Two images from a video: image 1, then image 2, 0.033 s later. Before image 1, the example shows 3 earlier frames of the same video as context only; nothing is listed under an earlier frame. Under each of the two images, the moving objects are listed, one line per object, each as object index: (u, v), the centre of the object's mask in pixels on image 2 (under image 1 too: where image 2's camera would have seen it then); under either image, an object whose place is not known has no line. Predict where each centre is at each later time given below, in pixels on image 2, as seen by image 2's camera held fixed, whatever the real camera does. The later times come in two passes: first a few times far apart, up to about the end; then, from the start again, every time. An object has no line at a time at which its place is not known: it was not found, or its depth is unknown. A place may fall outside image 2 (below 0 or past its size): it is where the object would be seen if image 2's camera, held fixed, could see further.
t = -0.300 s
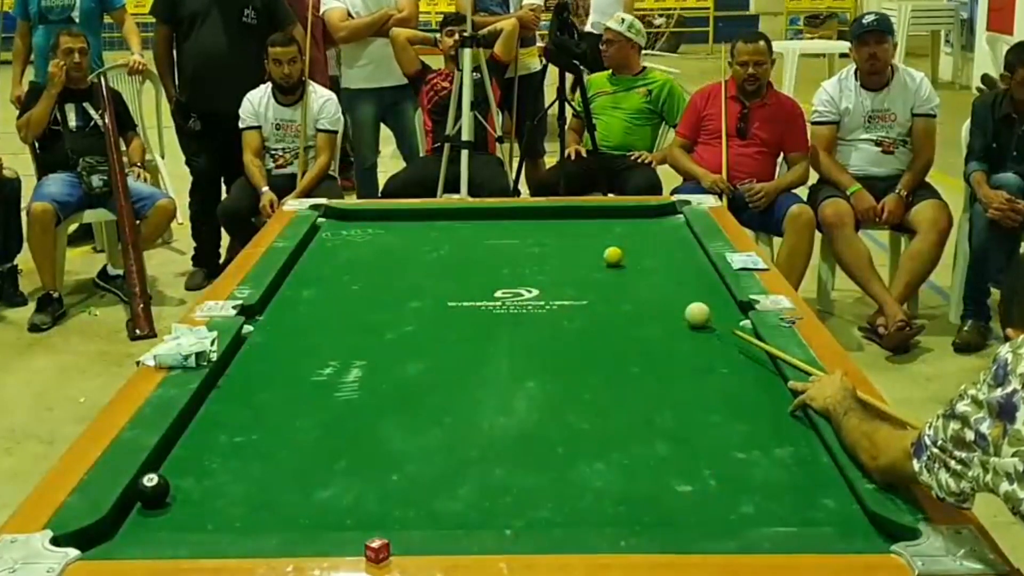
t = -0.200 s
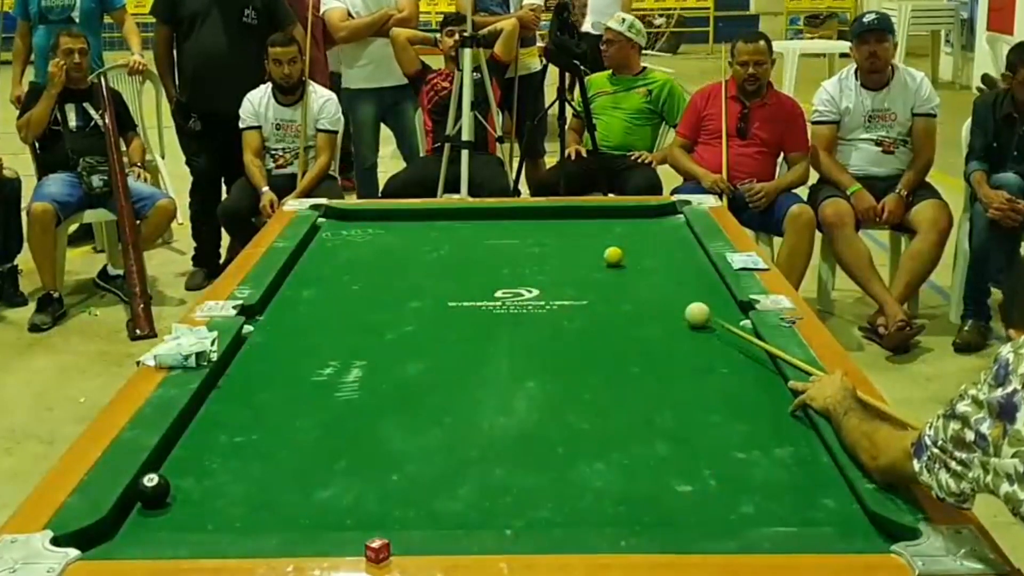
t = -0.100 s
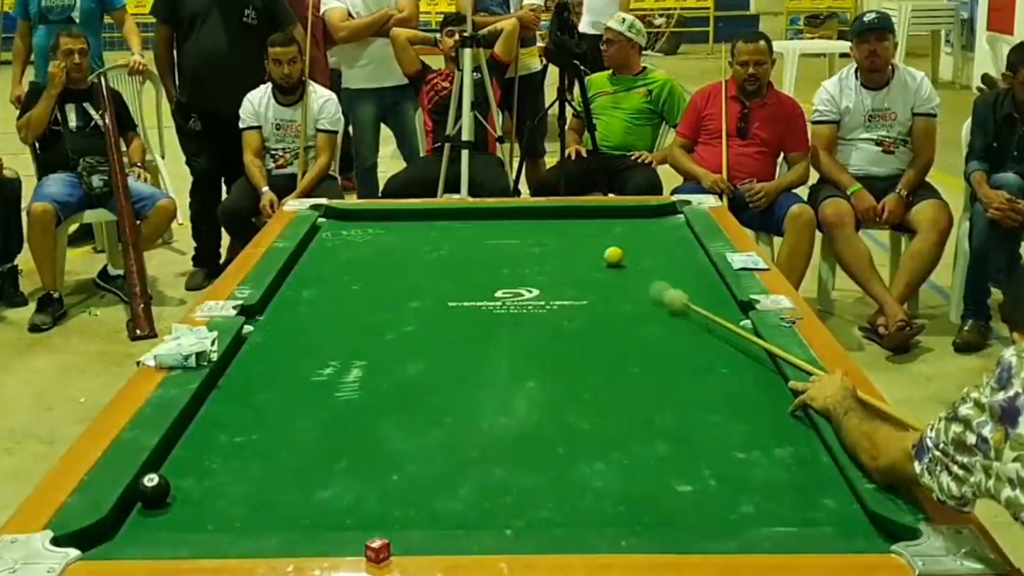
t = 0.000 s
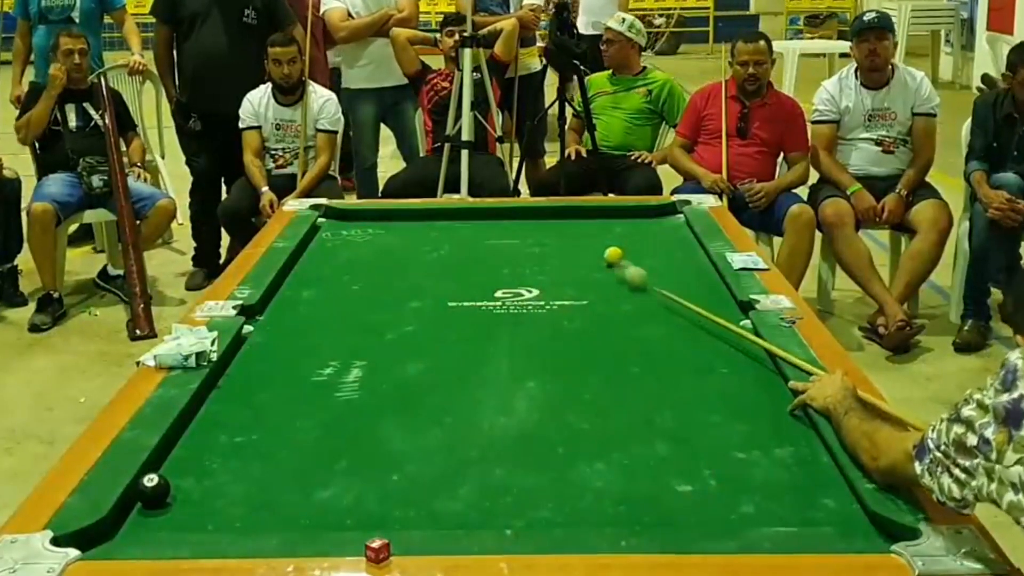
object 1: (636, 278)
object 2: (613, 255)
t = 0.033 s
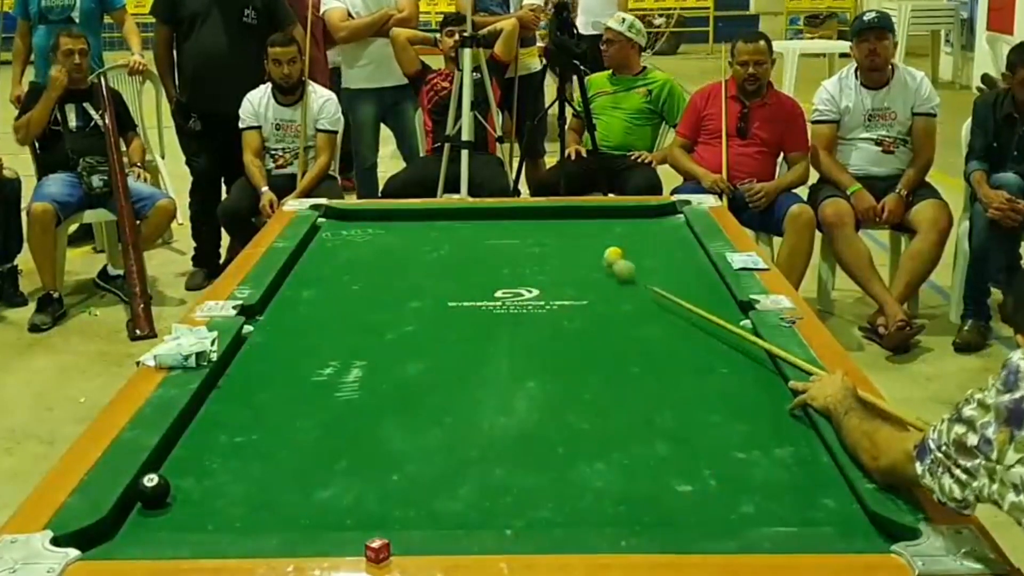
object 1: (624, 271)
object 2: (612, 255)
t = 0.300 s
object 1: (521, 242)
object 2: (642, 231)
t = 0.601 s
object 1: (421, 219)
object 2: (670, 209)
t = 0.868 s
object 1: (355, 223)
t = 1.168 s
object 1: (338, 237)
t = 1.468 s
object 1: (376, 251)
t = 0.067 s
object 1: (613, 264)
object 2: (614, 251)
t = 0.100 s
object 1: (601, 259)
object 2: (619, 250)
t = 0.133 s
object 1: (586, 257)
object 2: (622, 247)
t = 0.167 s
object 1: (572, 254)
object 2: (627, 243)
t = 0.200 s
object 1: (558, 252)
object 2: (631, 239)
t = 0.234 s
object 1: (545, 248)
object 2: (635, 236)
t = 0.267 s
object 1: (532, 245)
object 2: (639, 234)
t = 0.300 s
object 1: (521, 242)
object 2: (642, 231)
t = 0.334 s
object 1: (508, 239)
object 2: (646, 228)
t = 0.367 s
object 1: (497, 237)
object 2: (649, 225)
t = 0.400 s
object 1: (485, 234)
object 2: (652, 222)
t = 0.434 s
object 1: (474, 232)
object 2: (655, 220)
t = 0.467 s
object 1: (463, 229)
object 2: (659, 217)
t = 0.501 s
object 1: (452, 226)
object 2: (662, 215)
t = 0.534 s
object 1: (442, 224)
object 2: (664, 213)
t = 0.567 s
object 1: (432, 221)
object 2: (667, 211)
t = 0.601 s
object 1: (421, 219)
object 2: (670, 209)
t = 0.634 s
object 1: (411, 216)
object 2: (678, 208)
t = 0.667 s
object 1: (401, 215)
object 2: (680, 208)
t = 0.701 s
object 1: (393, 215)
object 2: (680, 209)
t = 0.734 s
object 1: (385, 217)
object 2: (681, 208)
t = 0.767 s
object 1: (378, 219)
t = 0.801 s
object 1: (370, 220)
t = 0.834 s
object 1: (363, 221)
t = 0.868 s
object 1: (355, 223)
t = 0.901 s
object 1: (347, 224)
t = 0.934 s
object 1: (339, 226)
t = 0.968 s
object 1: (331, 228)
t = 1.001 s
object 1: (323, 229)
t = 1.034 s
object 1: (323, 230)
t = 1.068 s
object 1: (327, 232)
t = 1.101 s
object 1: (331, 234)
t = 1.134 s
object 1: (334, 235)
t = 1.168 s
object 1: (338, 237)
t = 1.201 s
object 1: (342, 238)
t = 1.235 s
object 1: (347, 240)
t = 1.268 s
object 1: (350, 241)
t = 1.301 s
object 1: (355, 243)
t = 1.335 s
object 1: (359, 244)
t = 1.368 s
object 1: (363, 246)
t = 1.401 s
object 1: (367, 248)
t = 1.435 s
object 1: (372, 249)
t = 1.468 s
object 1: (376, 251)
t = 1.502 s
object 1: (380, 252)
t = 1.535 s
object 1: (384, 253)
